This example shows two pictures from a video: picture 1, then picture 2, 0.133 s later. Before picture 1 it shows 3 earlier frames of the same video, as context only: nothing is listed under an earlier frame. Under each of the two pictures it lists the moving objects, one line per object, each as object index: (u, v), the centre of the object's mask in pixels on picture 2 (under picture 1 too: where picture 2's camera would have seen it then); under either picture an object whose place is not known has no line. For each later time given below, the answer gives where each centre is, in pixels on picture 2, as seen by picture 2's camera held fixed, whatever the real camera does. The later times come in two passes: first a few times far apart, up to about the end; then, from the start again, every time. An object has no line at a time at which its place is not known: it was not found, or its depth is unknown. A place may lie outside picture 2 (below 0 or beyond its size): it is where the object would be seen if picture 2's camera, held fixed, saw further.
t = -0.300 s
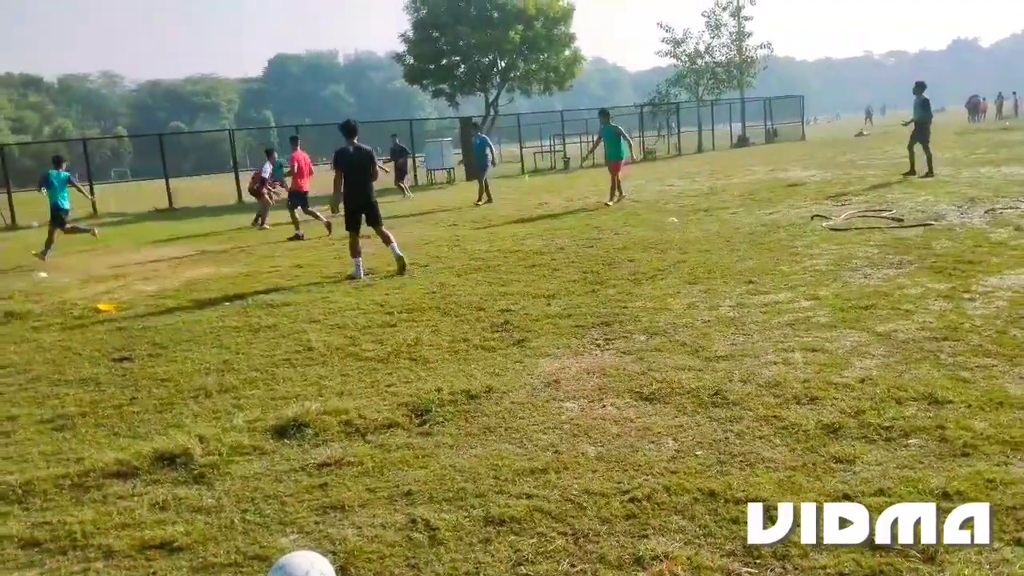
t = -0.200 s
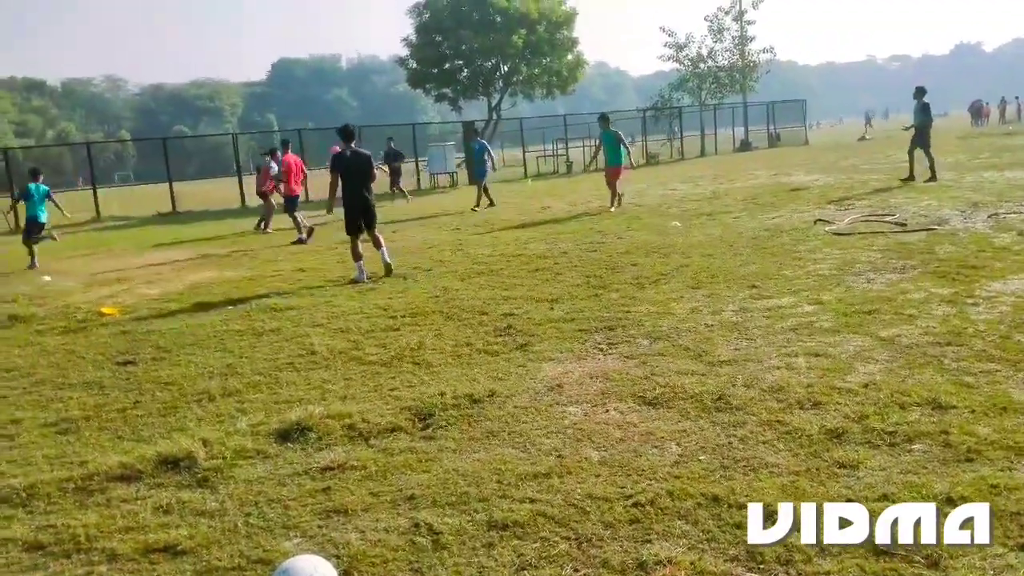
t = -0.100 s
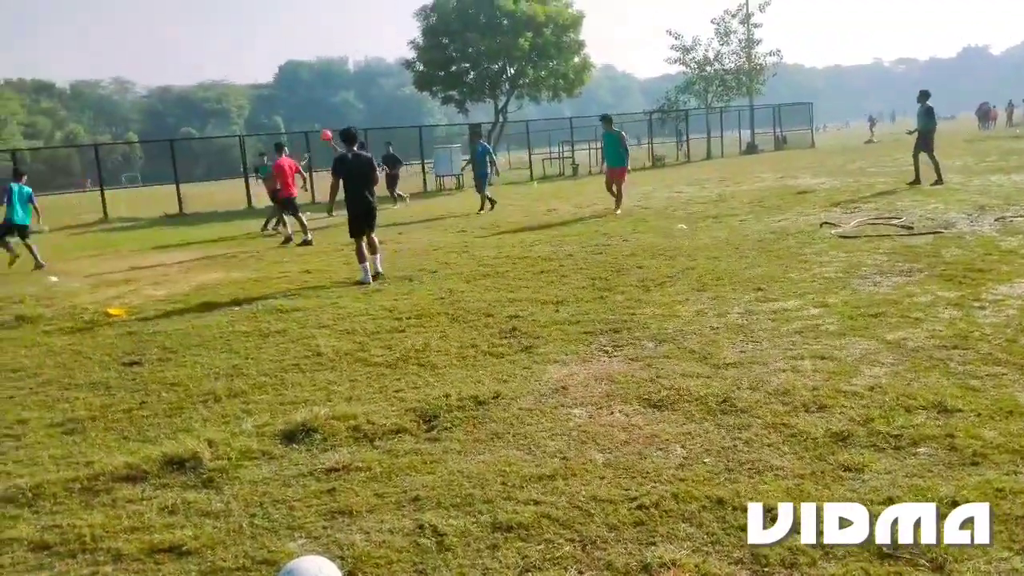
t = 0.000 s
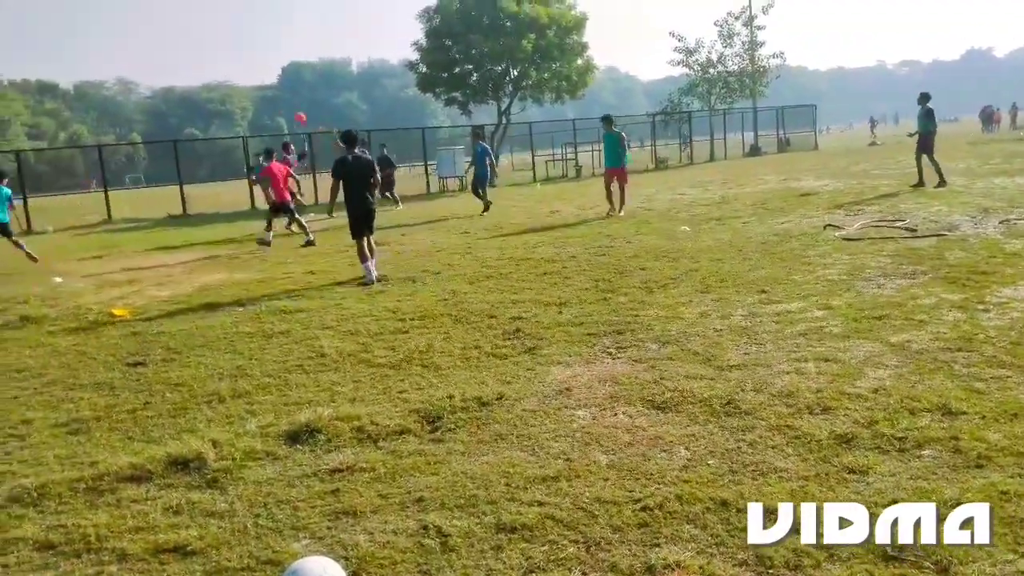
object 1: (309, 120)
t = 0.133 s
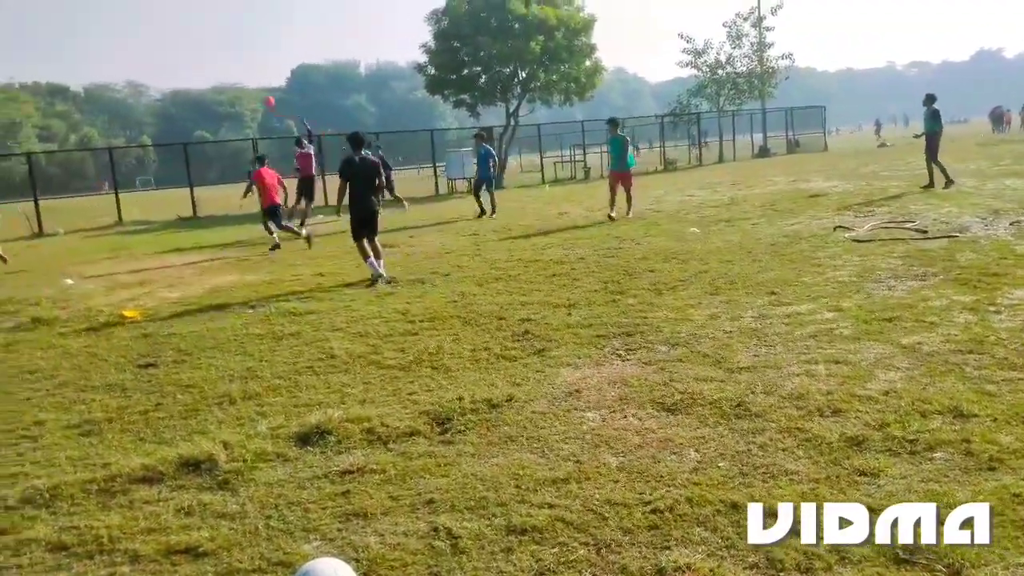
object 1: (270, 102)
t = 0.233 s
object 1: (238, 93)
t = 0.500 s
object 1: (154, 99)
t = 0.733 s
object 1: (78, 138)
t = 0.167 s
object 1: (258, 98)
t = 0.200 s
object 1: (248, 95)
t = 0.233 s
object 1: (238, 93)
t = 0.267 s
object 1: (227, 91)
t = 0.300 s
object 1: (217, 91)
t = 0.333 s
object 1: (206, 91)
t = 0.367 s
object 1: (196, 92)
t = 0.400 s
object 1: (187, 92)
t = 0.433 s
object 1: (175, 94)
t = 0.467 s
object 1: (165, 96)
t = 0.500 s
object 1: (154, 99)
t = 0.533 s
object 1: (143, 103)
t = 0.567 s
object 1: (132, 107)
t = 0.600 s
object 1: (122, 111)
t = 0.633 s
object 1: (112, 117)
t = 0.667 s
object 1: (101, 124)
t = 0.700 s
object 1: (89, 131)
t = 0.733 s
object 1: (78, 138)
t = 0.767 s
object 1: (69, 146)
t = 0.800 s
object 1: (55, 157)
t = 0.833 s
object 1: (45, 167)
